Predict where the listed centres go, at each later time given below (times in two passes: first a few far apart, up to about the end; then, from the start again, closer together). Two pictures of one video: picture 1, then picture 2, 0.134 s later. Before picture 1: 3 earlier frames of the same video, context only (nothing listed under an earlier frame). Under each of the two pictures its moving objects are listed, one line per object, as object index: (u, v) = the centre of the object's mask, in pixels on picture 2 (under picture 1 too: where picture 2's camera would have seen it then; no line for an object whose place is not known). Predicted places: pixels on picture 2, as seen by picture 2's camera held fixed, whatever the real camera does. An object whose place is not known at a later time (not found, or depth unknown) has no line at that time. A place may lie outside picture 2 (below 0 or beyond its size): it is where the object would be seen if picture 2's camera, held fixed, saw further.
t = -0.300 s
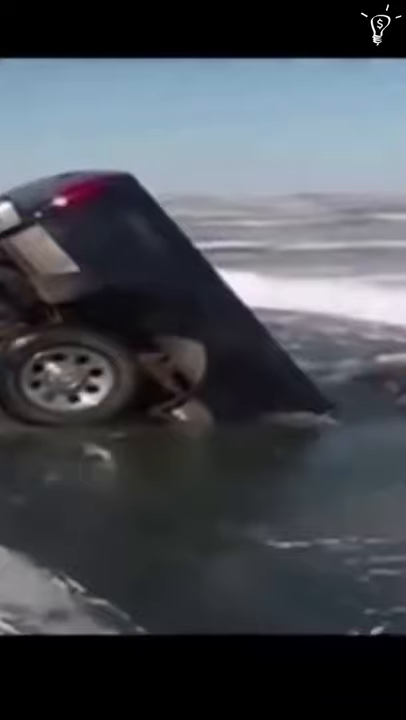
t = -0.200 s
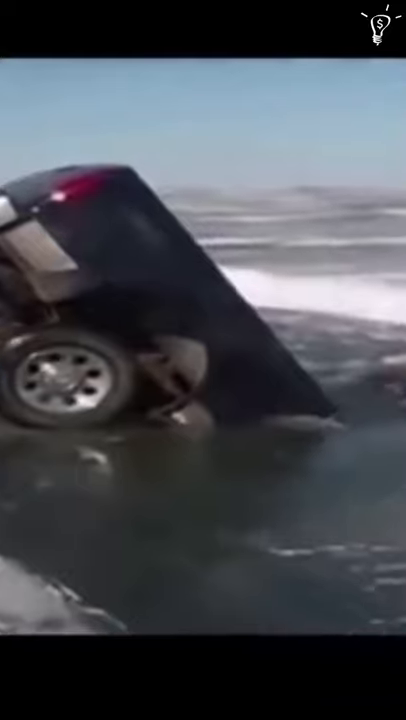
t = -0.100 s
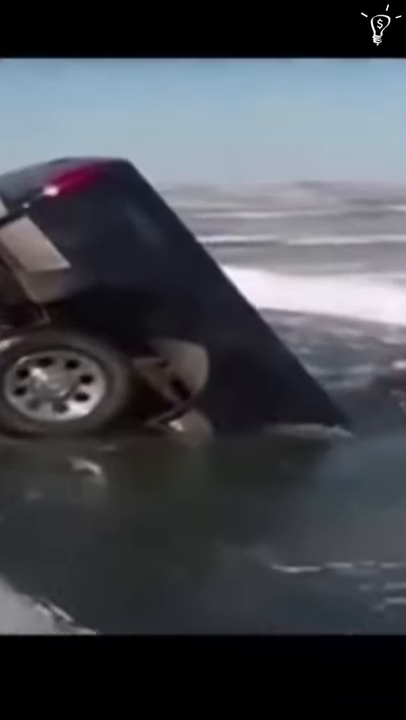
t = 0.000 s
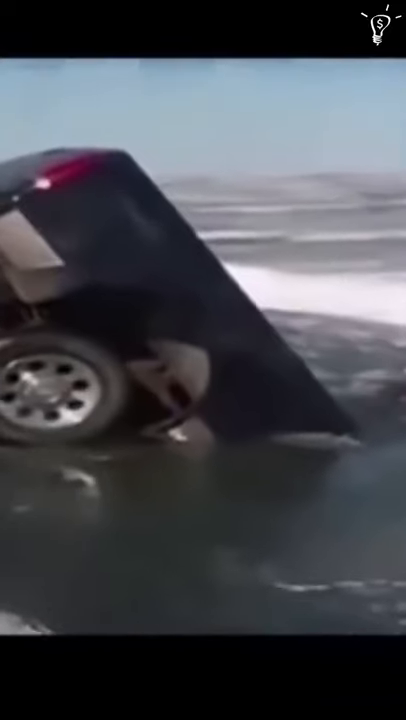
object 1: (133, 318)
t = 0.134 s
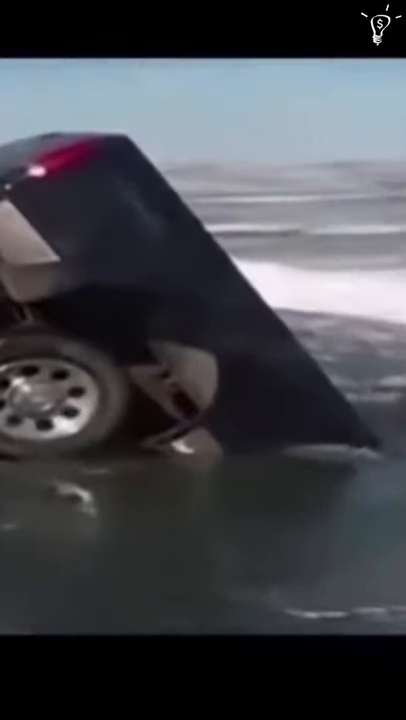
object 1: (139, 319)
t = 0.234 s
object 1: (143, 321)
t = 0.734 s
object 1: (144, 322)
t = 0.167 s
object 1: (140, 320)
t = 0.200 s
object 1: (141, 320)
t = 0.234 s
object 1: (143, 321)
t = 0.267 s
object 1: (143, 322)
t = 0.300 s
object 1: (143, 322)
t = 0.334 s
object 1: (143, 322)
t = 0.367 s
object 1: (143, 322)
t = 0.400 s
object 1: (143, 322)
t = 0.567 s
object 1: (142, 322)
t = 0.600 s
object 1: (142, 322)
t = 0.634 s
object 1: (142, 322)
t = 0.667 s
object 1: (143, 322)
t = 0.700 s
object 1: (144, 322)
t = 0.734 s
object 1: (144, 322)
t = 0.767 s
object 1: (144, 323)
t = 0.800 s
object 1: (143, 321)
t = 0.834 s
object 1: (145, 323)
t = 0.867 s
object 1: (145, 322)
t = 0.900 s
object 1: (146, 322)
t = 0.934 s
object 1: (147, 322)
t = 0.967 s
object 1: (147, 322)
